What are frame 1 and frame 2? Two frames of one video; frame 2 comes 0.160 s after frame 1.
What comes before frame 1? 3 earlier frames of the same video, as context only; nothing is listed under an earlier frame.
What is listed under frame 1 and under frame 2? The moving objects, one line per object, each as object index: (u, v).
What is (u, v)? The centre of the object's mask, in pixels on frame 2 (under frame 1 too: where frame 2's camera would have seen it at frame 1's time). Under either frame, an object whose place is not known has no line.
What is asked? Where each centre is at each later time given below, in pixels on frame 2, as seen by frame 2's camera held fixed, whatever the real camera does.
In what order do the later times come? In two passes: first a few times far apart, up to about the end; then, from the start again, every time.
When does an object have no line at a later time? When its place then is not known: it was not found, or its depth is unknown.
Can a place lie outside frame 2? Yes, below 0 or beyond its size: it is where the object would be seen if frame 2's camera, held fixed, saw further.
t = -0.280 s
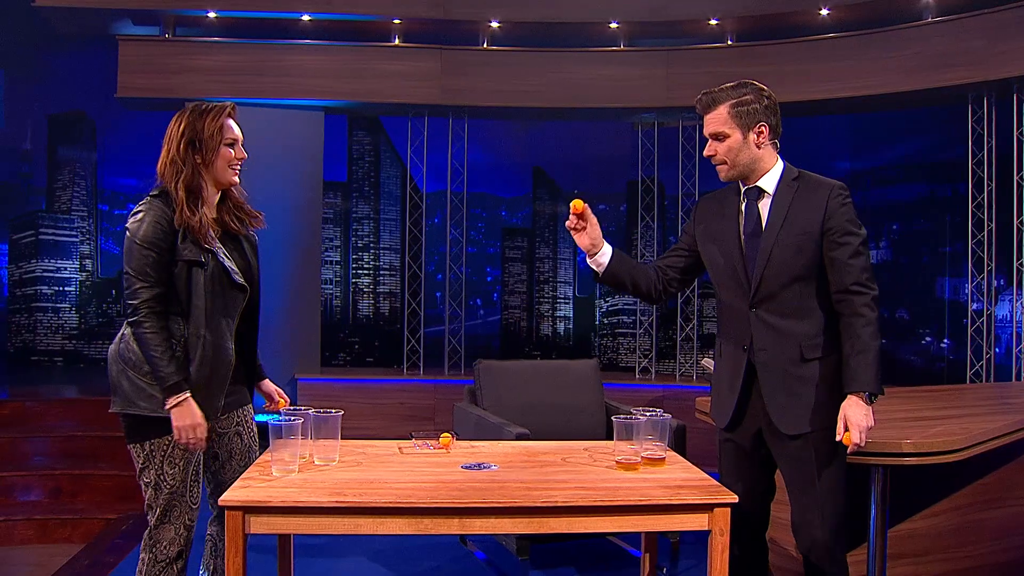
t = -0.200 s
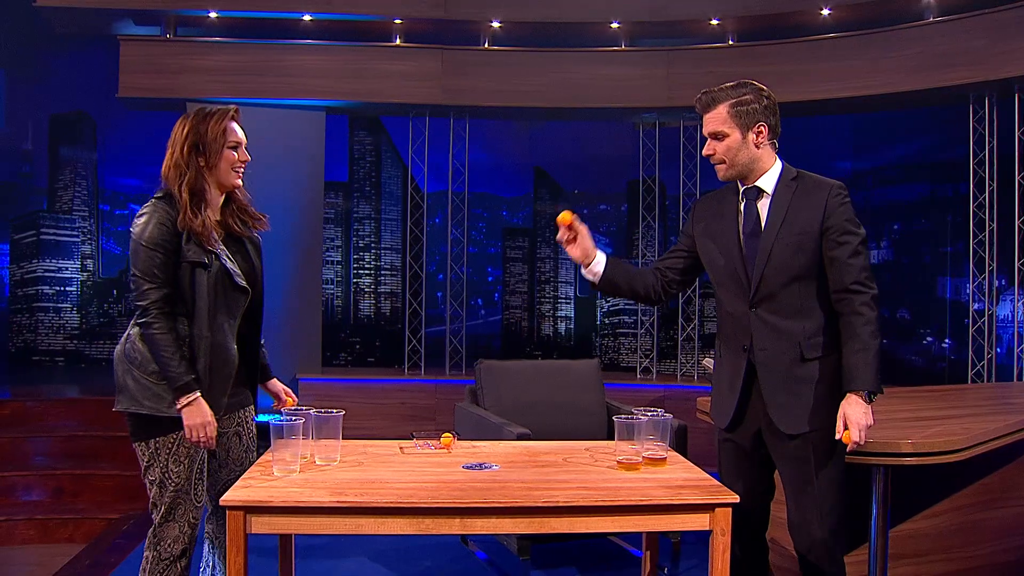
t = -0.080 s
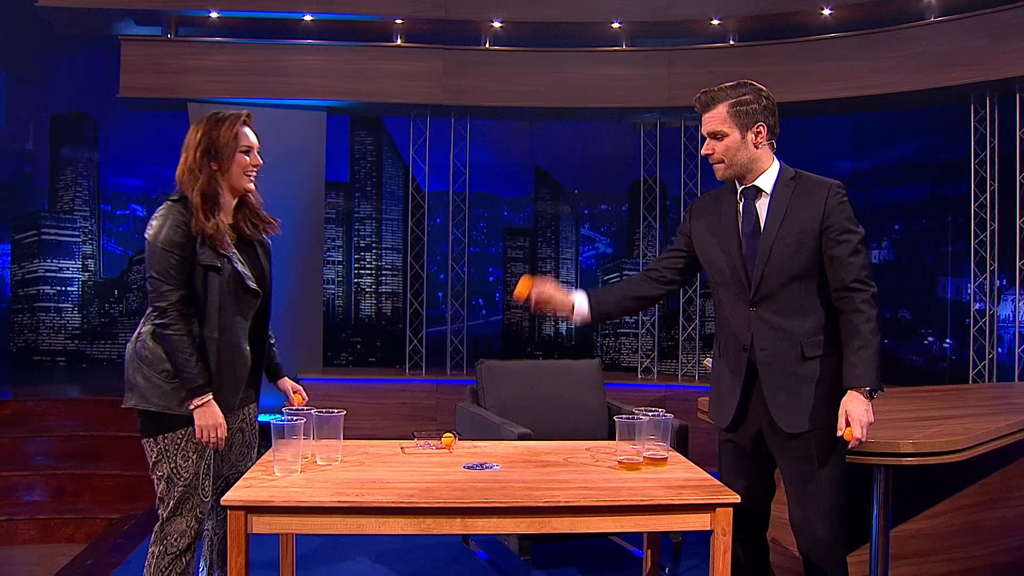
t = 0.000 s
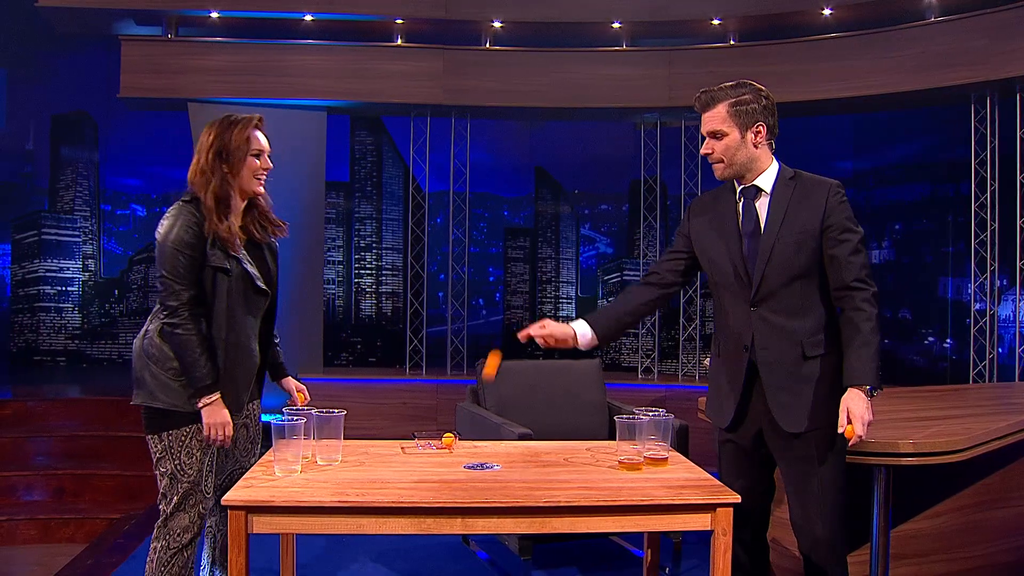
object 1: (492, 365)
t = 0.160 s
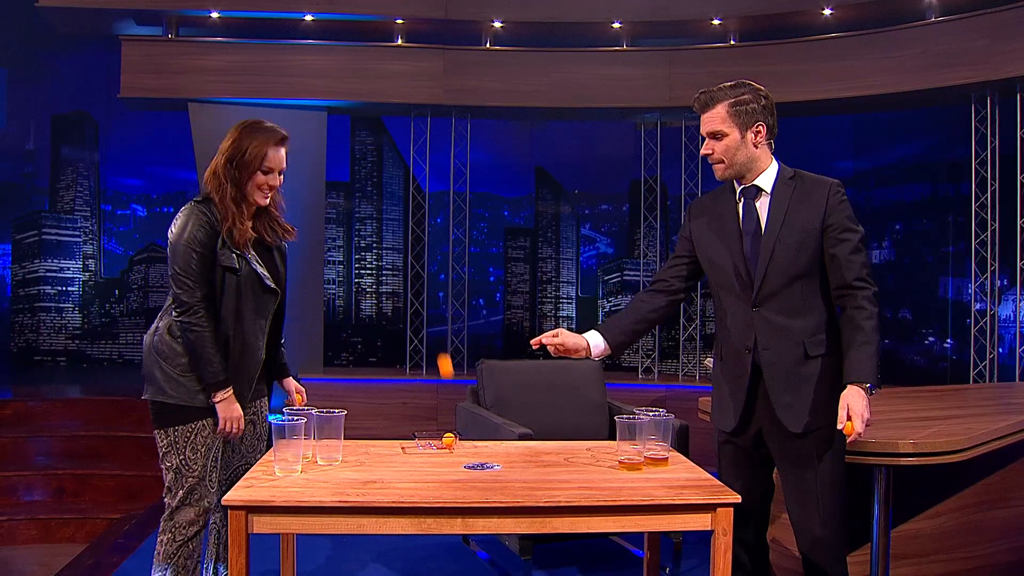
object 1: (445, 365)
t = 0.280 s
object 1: (421, 290)
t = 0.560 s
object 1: (363, 319)
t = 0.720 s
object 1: (334, 453)
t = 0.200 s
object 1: (438, 336)
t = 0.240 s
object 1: (430, 311)
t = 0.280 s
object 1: (421, 290)
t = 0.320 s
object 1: (413, 278)
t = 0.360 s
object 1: (405, 270)
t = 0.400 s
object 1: (397, 269)
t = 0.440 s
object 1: (388, 272)
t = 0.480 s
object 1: (380, 282)
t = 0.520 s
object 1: (371, 297)
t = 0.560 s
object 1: (363, 319)
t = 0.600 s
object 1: (355, 345)
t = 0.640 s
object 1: (347, 377)
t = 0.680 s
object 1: (339, 414)
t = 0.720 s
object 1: (334, 453)
